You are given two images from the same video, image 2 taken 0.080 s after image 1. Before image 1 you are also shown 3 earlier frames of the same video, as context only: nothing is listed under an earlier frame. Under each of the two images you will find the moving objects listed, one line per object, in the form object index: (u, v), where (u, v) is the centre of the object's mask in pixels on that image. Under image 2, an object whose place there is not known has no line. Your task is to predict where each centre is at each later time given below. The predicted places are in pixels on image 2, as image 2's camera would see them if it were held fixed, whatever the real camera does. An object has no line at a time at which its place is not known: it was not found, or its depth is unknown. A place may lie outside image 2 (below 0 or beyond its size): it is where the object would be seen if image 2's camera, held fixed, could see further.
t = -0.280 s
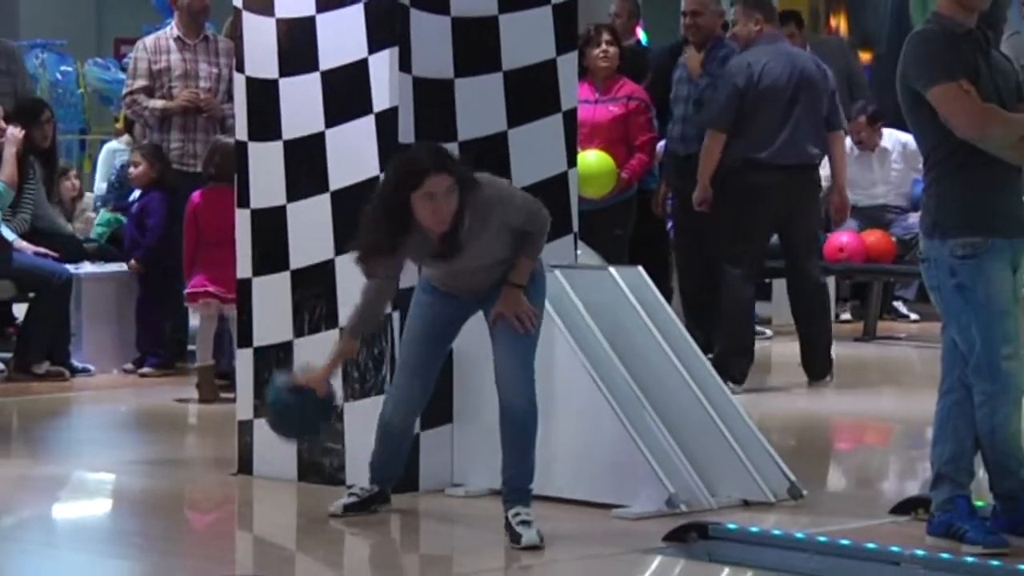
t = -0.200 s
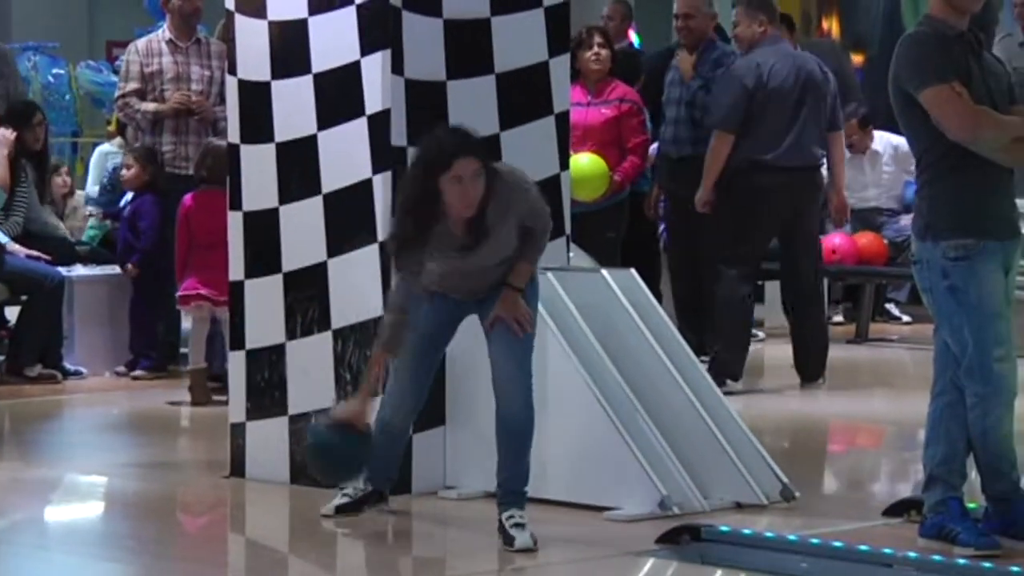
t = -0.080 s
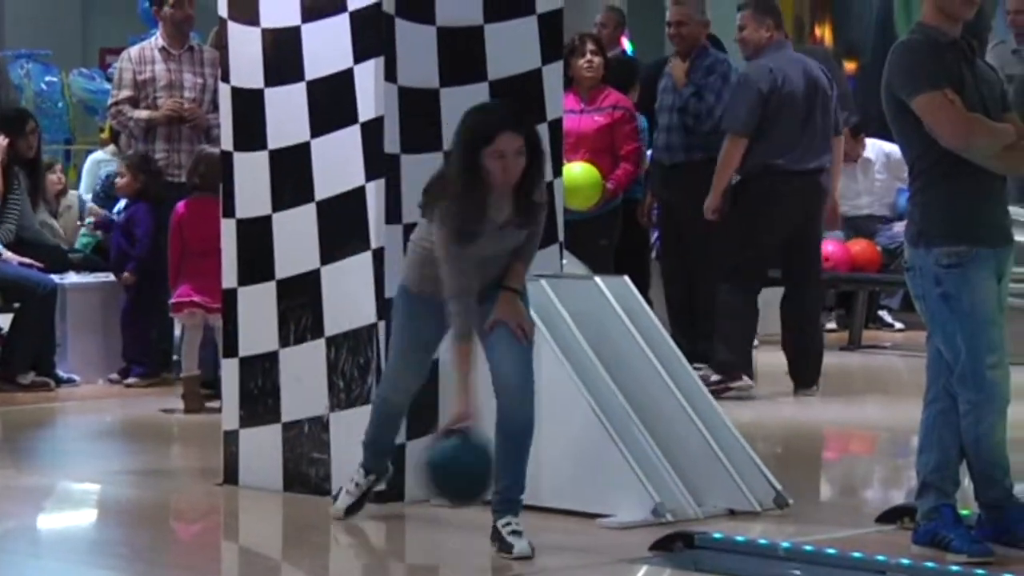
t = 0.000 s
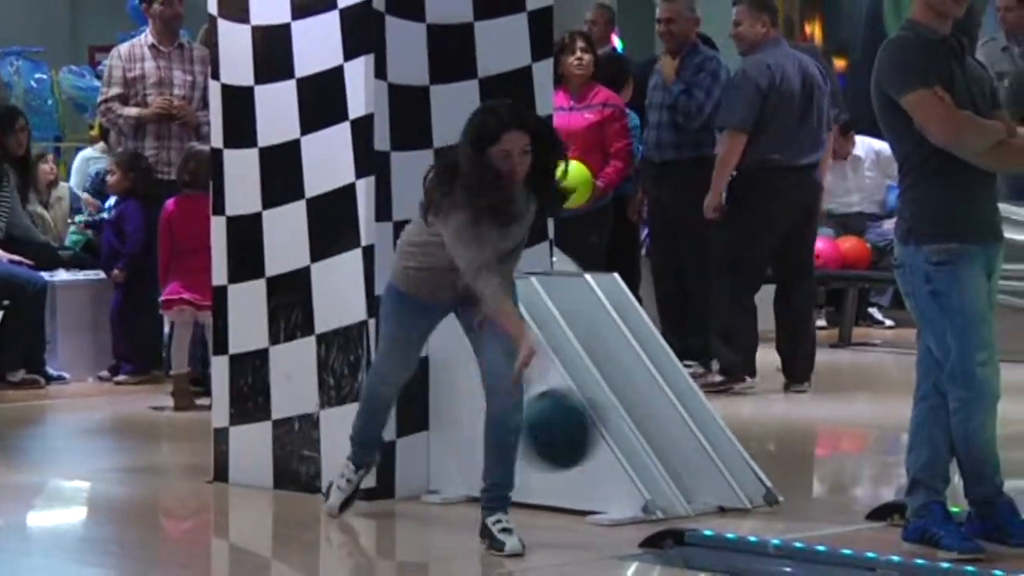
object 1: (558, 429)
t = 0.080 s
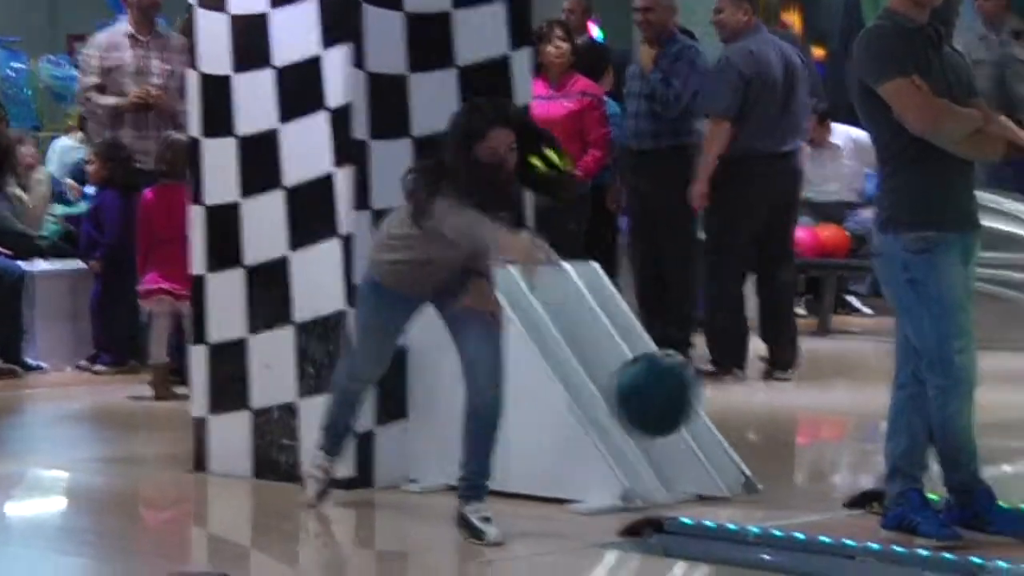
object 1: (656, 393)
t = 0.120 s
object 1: (718, 390)
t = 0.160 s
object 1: (780, 395)
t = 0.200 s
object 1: (845, 406)
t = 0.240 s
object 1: (916, 424)
